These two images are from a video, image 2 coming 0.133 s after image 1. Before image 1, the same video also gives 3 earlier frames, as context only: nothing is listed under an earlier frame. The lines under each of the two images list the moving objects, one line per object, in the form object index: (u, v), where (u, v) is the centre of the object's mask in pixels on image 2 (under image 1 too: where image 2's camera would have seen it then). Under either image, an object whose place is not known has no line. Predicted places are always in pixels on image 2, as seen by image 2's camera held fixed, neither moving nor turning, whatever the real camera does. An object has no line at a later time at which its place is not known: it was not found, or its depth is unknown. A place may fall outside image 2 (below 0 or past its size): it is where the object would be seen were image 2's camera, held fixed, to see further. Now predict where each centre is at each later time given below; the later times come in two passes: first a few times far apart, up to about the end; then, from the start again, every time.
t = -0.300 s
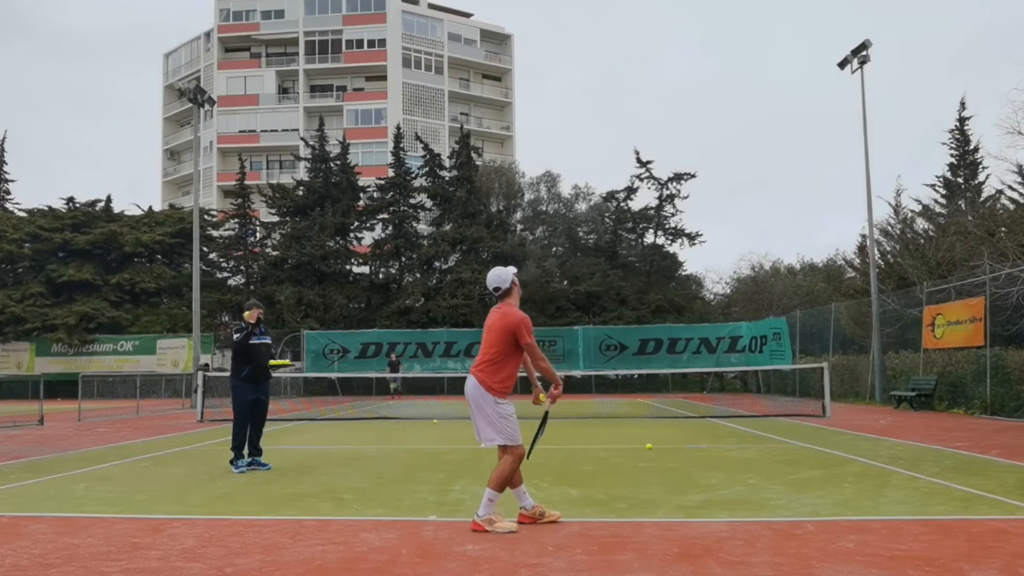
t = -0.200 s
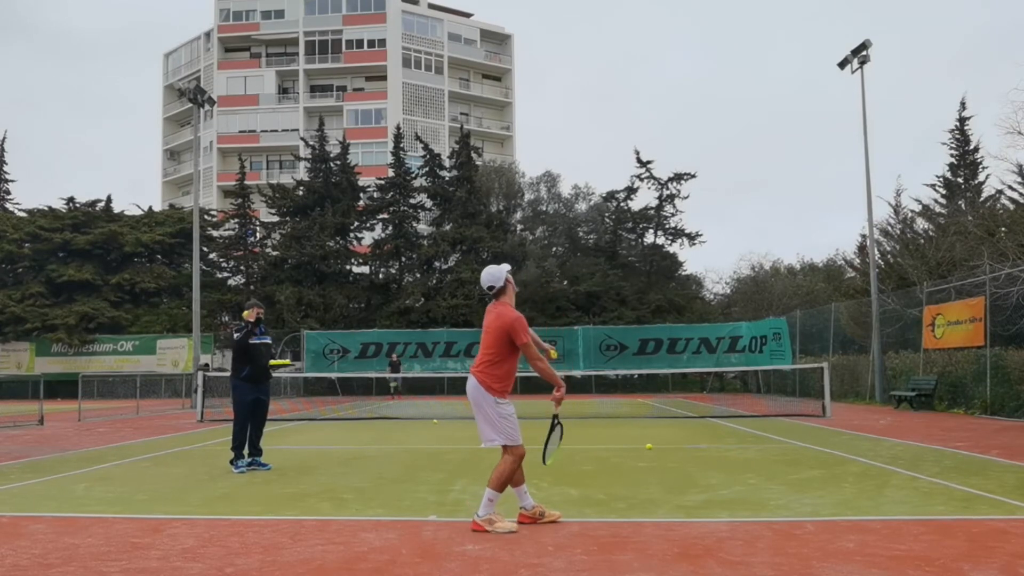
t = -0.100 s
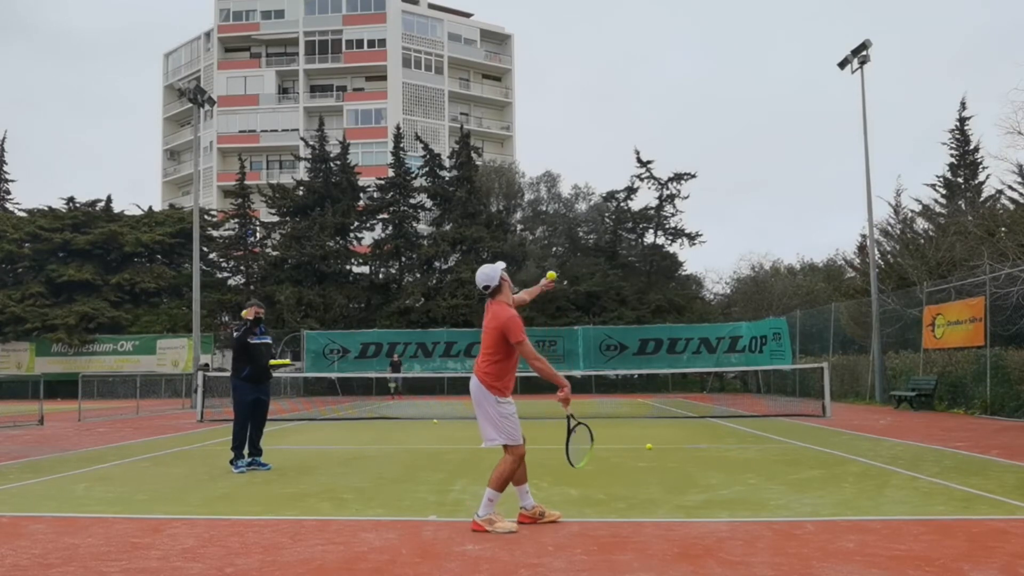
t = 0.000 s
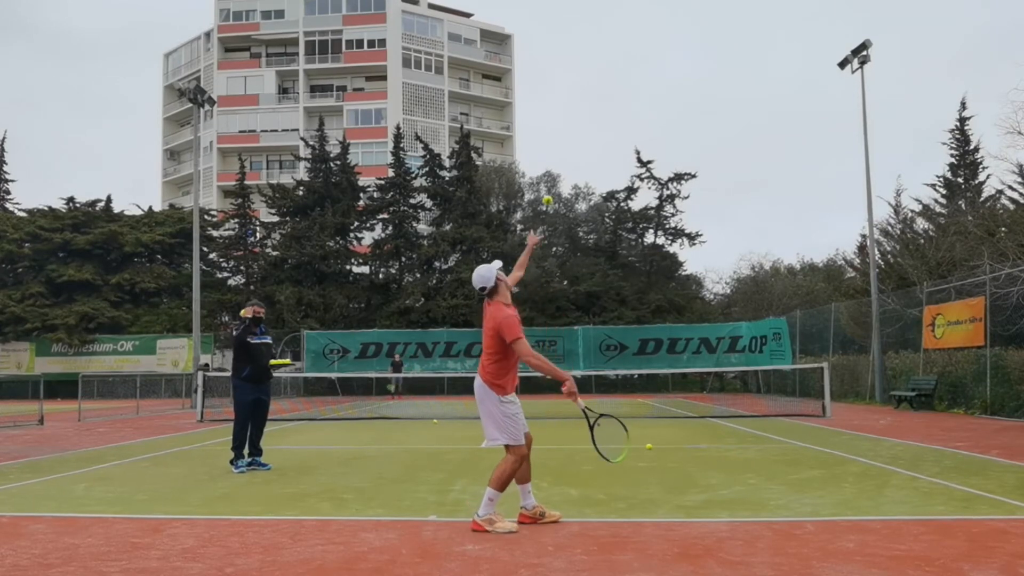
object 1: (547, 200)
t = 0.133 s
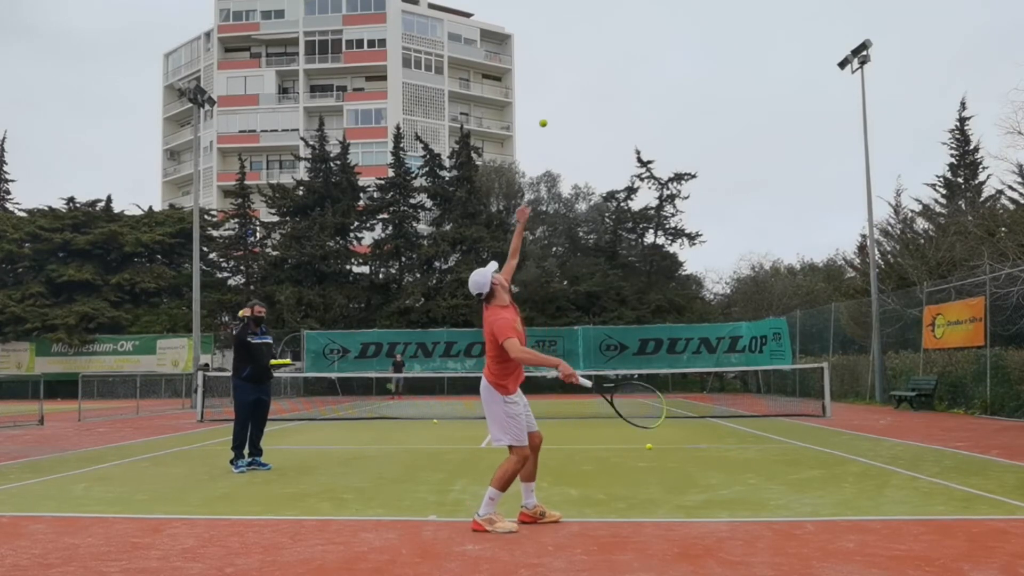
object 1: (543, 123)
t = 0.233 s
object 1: (540, 81)
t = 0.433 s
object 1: (535, 37)
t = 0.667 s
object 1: (530, 51)
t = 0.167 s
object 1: (542, 107)
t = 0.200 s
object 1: (541, 93)
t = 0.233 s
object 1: (540, 81)
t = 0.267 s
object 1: (539, 70)
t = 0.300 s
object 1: (538, 60)
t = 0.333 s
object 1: (537, 52)
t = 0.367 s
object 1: (536, 46)
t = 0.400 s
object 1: (536, 41)
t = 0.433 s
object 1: (535, 37)
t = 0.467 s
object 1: (534, 35)
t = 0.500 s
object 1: (533, 34)
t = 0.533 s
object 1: (533, 34)
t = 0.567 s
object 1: (532, 37)
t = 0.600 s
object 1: (532, 40)
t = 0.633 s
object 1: (531, 45)
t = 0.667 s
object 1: (530, 51)
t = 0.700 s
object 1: (530, 59)
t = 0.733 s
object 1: (529, 68)
